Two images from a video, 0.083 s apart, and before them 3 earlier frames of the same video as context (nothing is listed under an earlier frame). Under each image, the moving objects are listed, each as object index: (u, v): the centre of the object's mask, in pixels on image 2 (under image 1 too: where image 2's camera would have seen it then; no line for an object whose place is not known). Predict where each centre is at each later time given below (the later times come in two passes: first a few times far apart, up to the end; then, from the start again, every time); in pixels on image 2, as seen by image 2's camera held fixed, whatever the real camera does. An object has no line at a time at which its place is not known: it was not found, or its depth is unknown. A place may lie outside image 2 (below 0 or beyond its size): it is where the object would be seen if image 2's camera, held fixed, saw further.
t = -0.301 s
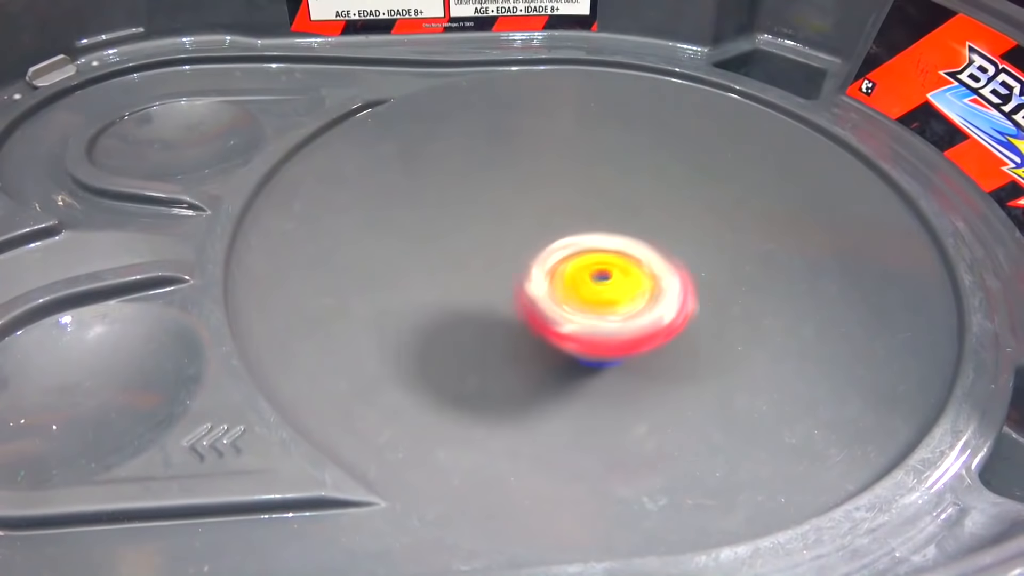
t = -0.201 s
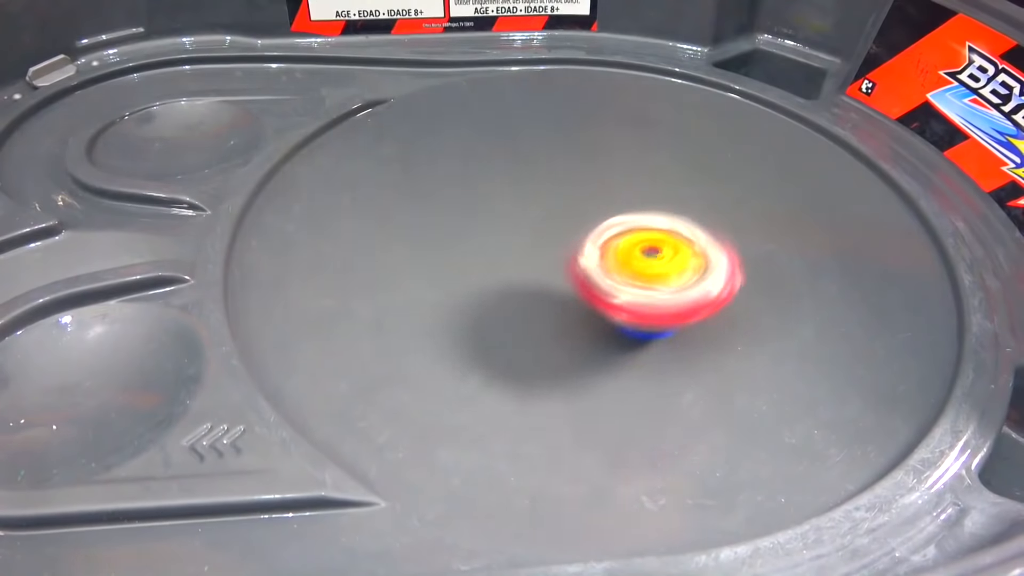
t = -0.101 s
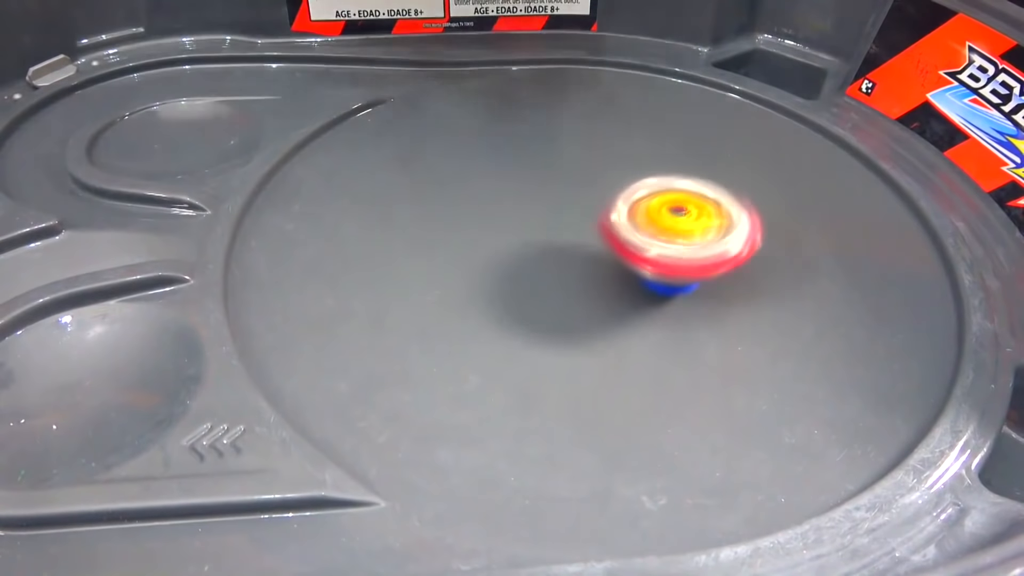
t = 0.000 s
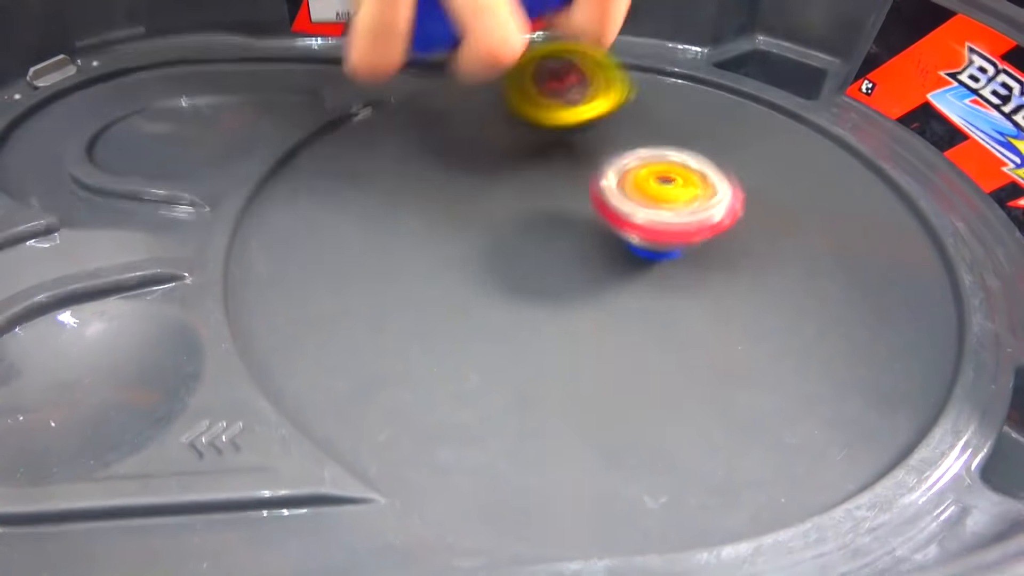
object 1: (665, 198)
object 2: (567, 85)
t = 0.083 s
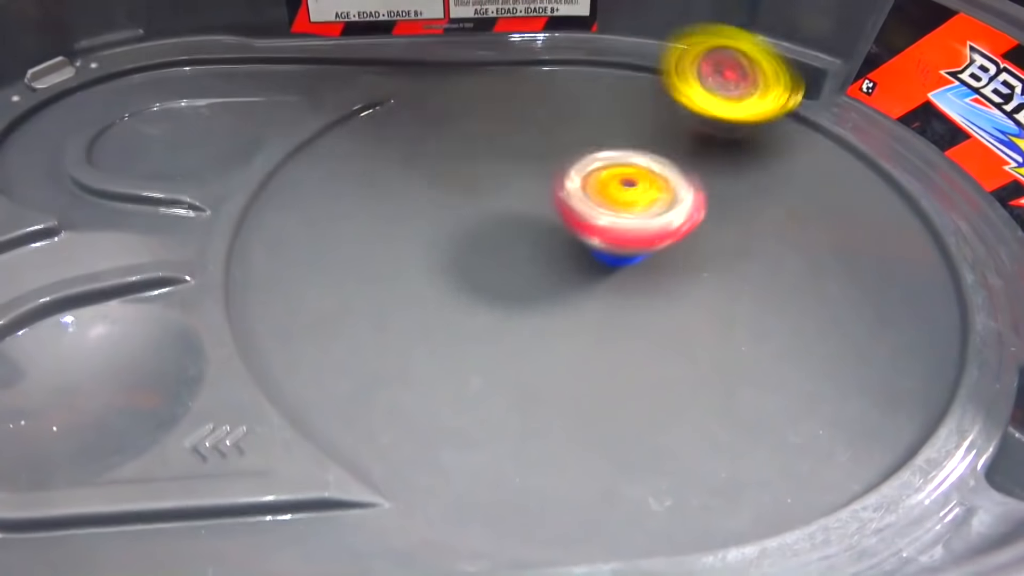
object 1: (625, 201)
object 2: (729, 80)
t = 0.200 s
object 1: (555, 229)
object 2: (858, 119)
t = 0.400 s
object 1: (505, 252)
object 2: (840, 322)
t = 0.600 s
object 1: (543, 248)
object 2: (552, 412)
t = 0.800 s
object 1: (598, 220)
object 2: (380, 280)
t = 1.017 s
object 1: (595, 190)
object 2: (454, 164)
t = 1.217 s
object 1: (605, 190)
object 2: (509, 116)
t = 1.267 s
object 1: (631, 228)
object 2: (505, 92)
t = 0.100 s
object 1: (616, 207)
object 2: (761, 76)
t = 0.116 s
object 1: (605, 212)
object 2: (791, 69)
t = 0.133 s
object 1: (593, 216)
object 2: (812, 74)
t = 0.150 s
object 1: (584, 219)
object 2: (824, 85)
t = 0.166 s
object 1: (573, 222)
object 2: (835, 101)
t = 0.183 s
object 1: (564, 226)
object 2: (846, 110)
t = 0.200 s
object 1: (555, 229)
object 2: (858, 119)
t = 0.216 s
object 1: (546, 232)
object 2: (865, 139)
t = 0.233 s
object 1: (539, 235)
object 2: (873, 153)
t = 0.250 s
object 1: (534, 237)
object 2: (879, 164)
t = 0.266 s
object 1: (527, 240)
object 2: (883, 180)
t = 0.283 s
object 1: (522, 242)
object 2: (883, 203)
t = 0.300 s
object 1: (518, 244)
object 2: (884, 216)
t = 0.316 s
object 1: (514, 246)
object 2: (885, 230)
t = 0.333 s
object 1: (513, 248)
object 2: (879, 253)
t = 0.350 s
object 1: (509, 249)
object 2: (873, 270)
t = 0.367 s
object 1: (508, 250)
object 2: (866, 282)
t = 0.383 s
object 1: (506, 252)
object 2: (855, 299)
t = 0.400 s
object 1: (505, 252)
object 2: (840, 322)
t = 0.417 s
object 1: (505, 253)
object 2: (825, 334)
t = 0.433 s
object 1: (504, 252)
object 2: (807, 349)
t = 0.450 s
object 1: (504, 254)
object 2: (786, 366)
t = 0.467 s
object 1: (508, 256)
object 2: (763, 375)
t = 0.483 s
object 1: (509, 255)
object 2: (741, 377)
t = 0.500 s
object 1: (512, 256)
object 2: (717, 385)
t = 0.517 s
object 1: (518, 256)
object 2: (688, 400)
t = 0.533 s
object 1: (520, 255)
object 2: (659, 409)
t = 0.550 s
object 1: (527, 254)
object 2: (632, 404)
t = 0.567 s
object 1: (531, 251)
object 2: (605, 403)
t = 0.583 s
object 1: (537, 251)
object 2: (578, 408)
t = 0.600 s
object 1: (543, 248)
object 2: (552, 412)
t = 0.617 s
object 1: (547, 245)
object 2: (526, 398)
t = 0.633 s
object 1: (555, 242)
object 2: (505, 388)
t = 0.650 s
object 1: (561, 242)
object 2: (482, 383)
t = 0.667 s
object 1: (565, 241)
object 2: (460, 384)
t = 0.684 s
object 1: (571, 241)
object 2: (442, 371)
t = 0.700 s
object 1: (576, 237)
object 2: (428, 350)
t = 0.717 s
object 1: (580, 235)
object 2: (415, 334)
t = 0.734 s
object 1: (585, 232)
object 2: (405, 327)
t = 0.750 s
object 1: (589, 230)
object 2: (394, 325)
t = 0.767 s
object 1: (592, 227)
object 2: (385, 315)
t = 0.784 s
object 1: (596, 223)
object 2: (382, 294)
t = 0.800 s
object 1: (598, 220)
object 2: (380, 280)
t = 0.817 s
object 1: (599, 217)
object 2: (379, 272)
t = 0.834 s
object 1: (601, 214)
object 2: (378, 267)
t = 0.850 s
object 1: (602, 212)
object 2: (381, 252)
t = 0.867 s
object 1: (603, 208)
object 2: (386, 236)
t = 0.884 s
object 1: (603, 206)
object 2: (391, 227)
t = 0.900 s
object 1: (603, 203)
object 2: (395, 224)
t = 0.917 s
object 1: (603, 201)
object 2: (402, 213)
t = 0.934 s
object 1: (600, 195)
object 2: (411, 202)
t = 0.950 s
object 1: (600, 193)
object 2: (419, 197)
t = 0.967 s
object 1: (598, 194)
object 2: (428, 184)
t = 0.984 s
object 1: (596, 190)
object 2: (437, 174)
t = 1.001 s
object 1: (594, 190)
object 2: (447, 170)
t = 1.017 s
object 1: (595, 190)
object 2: (454, 164)
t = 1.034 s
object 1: (598, 189)
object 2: (455, 156)
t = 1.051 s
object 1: (603, 190)
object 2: (459, 147)
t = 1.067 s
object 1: (606, 190)
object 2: (462, 141)
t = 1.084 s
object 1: (609, 190)
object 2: (466, 133)
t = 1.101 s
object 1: (611, 190)
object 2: (469, 129)
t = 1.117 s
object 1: (612, 190)
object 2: (474, 125)
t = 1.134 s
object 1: (612, 190)
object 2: (480, 119)
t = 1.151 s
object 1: (612, 191)
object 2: (485, 117)
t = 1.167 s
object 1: (610, 191)
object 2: (491, 116)
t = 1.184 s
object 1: (609, 191)
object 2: (497, 114)
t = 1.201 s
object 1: (607, 191)
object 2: (503, 116)
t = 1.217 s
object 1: (605, 190)
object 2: (509, 116)
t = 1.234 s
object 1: (604, 194)
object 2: (515, 117)
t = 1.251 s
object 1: (617, 210)
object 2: (511, 104)
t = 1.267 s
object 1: (631, 228)
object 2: (505, 92)
